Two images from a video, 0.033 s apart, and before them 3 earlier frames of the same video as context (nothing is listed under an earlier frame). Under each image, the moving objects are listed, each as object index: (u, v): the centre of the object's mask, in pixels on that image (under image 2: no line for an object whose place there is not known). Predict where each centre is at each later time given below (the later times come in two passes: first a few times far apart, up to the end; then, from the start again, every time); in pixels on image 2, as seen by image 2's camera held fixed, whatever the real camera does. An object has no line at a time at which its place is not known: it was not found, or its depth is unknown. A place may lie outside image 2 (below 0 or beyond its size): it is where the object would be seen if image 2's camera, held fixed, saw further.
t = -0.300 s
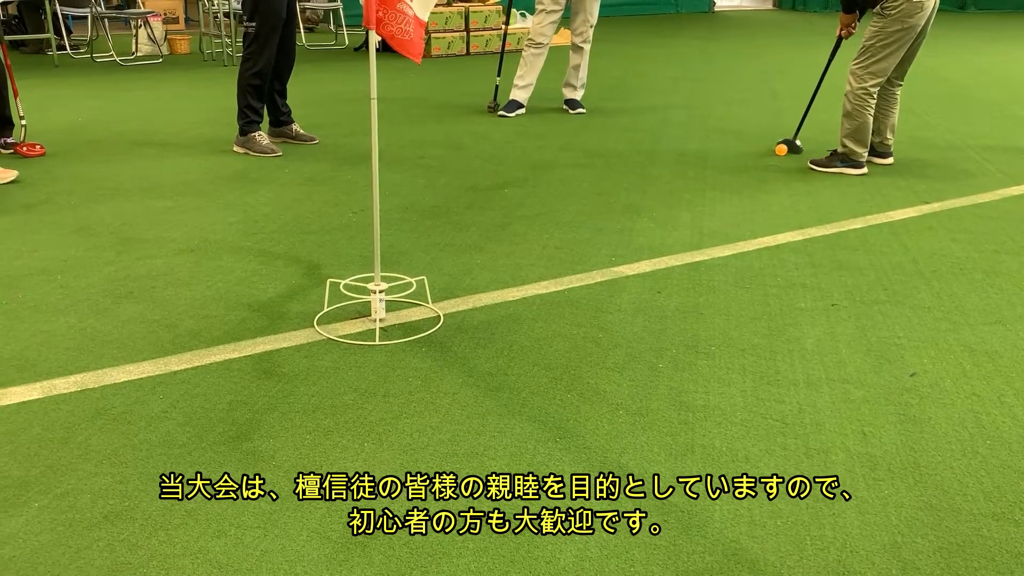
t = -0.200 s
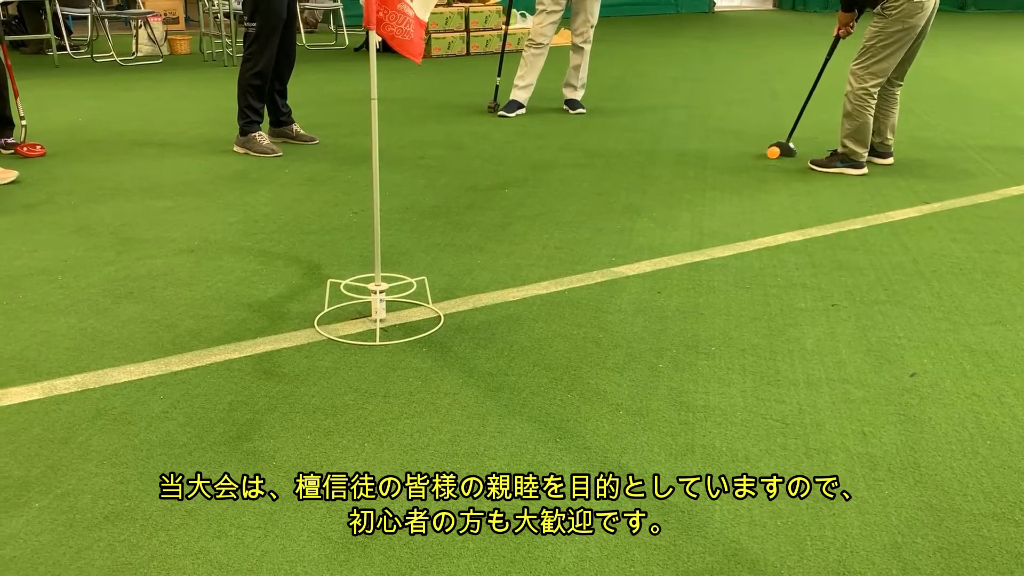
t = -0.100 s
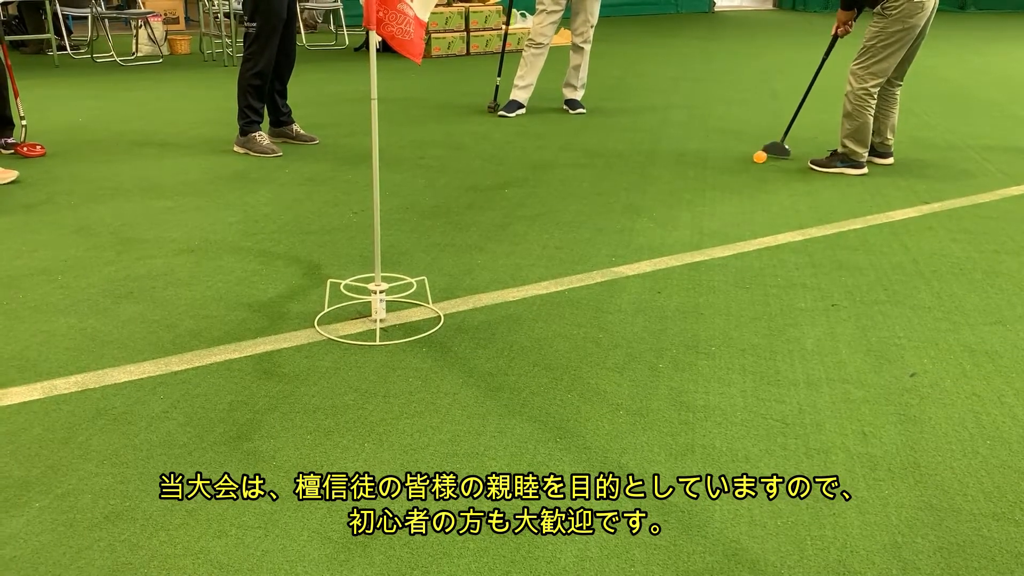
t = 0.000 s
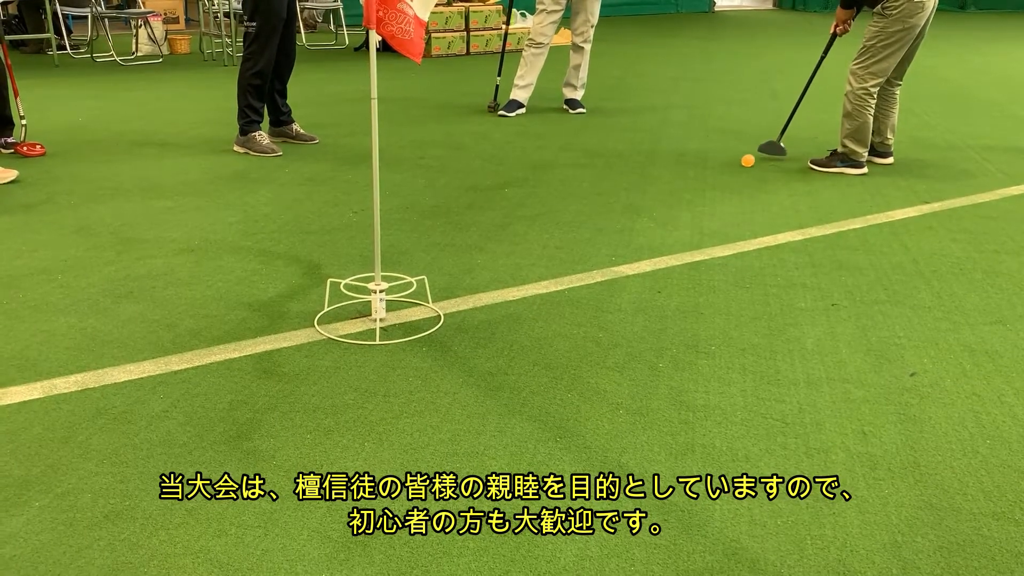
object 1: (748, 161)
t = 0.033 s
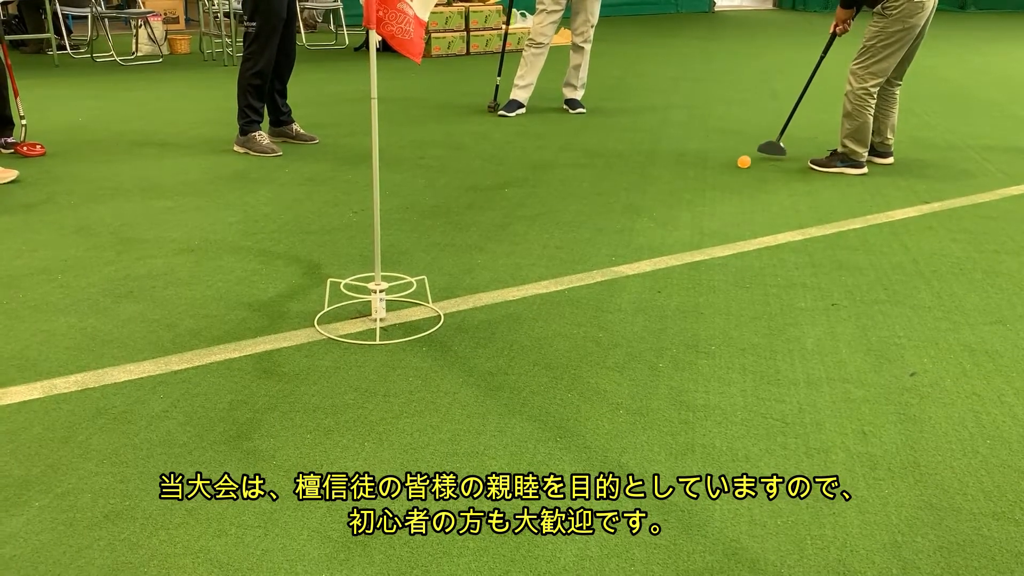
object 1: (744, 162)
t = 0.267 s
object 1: (716, 171)
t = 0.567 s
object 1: (678, 183)
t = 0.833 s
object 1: (643, 193)
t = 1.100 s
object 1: (607, 203)
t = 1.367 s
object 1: (571, 212)
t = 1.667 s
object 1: (532, 222)
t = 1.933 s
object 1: (498, 230)
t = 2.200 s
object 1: (467, 238)
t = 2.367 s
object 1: (449, 243)
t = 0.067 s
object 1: (740, 163)
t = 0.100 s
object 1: (736, 165)
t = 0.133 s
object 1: (732, 166)
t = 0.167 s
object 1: (728, 167)
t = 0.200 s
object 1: (724, 169)
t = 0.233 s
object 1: (720, 170)
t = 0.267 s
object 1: (716, 171)
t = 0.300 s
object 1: (712, 173)
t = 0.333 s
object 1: (708, 174)
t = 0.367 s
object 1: (703, 175)
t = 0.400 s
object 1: (699, 177)
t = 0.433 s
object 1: (695, 178)
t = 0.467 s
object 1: (691, 179)
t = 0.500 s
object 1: (687, 180)
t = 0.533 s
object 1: (682, 182)
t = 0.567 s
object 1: (678, 183)
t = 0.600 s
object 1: (674, 184)
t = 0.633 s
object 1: (669, 185)
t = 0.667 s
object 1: (665, 187)
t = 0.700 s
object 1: (661, 188)
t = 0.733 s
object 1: (656, 189)
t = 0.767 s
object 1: (652, 190)
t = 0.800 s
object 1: (647, 192)
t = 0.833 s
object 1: (643, 193)
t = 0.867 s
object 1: (639, 194)
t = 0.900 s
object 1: (634, 196)
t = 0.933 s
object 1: (630, 197)
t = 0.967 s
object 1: (625, 198)
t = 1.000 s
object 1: (621, 199)
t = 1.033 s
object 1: (616, 201)
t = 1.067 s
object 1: (612, 202)
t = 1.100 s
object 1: (607, 203)
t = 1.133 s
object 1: (603, 204)
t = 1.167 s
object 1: (598, 205)
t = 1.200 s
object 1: (594, 207)
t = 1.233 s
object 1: (589, 208)
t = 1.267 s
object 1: (585, 209)
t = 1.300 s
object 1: (580, 210)
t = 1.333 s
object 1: (576, 211)
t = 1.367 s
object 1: (571, 212)
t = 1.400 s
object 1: (567, 213)
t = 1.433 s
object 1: (562, 215)
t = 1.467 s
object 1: (558, 216)
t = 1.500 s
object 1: (553, 217)
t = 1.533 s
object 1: (549, 218)
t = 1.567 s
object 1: (544, 219)
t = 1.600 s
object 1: (540, 220)
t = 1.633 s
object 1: (536, 221)
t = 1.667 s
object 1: (532, 222)
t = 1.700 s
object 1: (527, 223)
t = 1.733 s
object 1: (523, 224)
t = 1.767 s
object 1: (519, 225)
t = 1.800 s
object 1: (515, 226)
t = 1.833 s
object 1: (510, 227)
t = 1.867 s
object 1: (506, 228)
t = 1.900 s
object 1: (502, 229)
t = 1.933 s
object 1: (498, 230)
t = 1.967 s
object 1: (494, 231)
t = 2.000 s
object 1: (490, 232)
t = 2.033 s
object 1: (486, 233)
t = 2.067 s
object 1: (482, 234)
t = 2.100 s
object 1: (478, 235)
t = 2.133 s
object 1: (475, 236)
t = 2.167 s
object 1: (471, 237)
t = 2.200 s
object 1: (467, 238)
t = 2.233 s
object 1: (463, 239)
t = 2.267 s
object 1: (460, 240)
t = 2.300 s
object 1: (456, 241)
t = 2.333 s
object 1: (453, 241)
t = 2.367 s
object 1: (449, 243)
